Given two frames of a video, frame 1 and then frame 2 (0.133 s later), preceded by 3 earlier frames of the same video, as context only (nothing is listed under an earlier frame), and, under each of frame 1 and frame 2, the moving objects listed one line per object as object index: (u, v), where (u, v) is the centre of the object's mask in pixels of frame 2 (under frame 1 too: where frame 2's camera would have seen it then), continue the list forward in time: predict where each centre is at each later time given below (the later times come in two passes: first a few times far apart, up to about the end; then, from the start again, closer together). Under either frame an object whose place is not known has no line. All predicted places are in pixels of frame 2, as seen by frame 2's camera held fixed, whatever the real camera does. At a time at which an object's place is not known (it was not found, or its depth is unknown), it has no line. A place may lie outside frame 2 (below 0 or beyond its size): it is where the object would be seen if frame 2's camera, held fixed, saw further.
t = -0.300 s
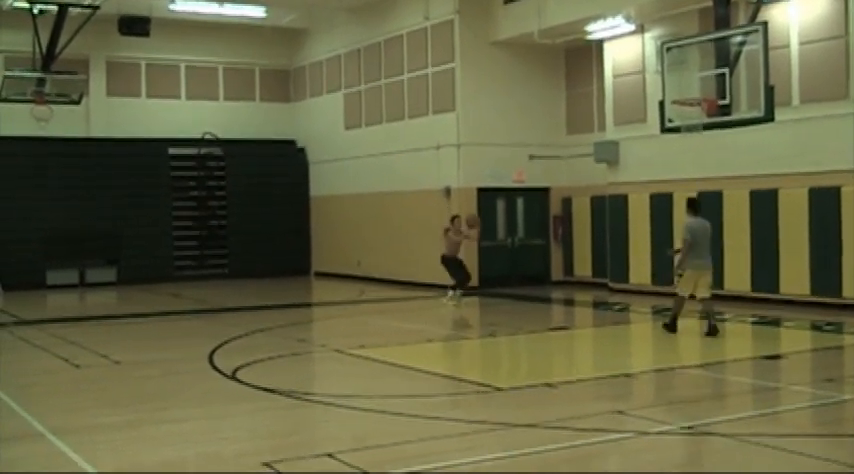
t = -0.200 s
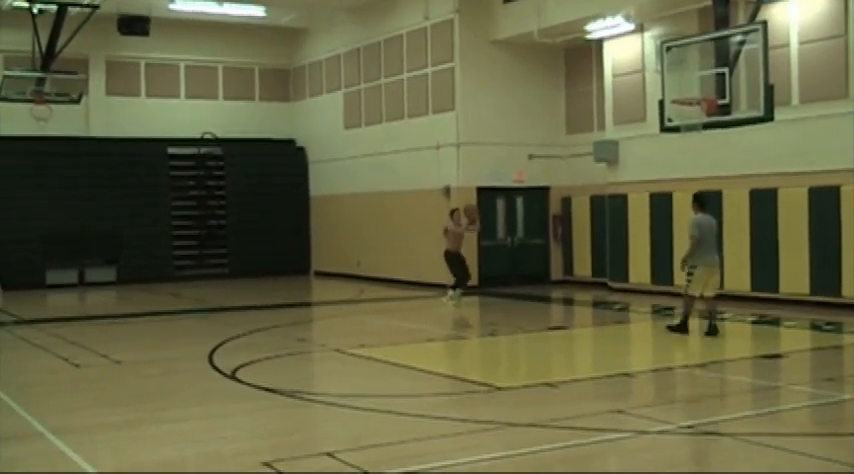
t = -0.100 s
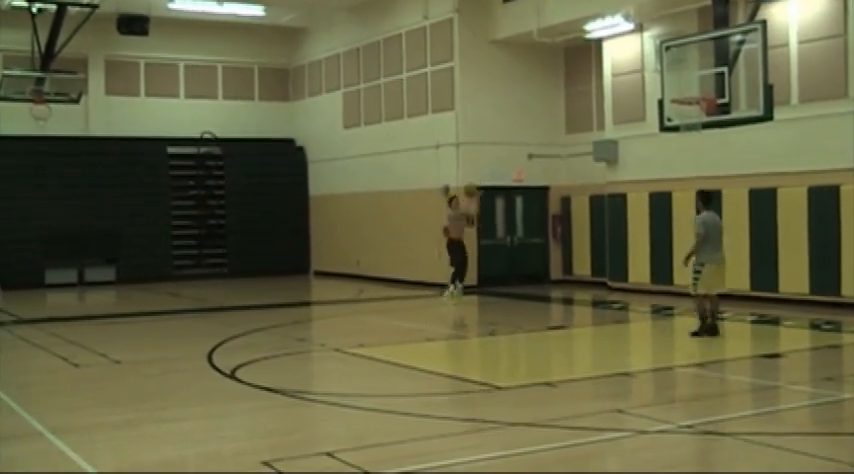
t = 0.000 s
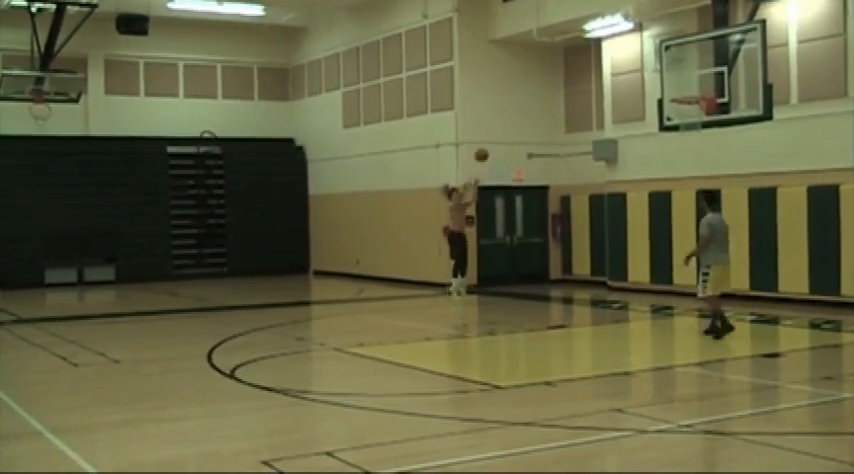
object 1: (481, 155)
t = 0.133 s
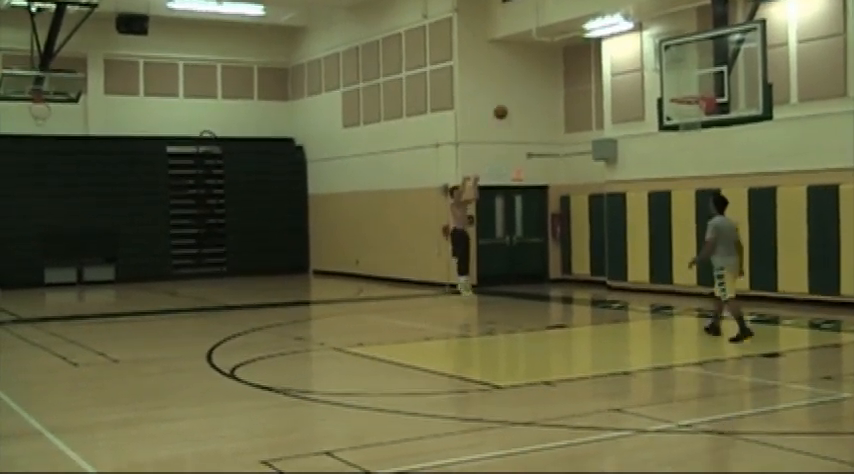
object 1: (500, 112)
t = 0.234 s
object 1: (515, 85)
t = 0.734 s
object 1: (603, 27)
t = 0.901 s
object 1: (639, 43)
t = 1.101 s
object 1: (687, 92)
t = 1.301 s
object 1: (683, 69)
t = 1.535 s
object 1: (660, 50)
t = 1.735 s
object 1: (642, 66)
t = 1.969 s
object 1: (622, 120)
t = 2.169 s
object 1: (606, 195)
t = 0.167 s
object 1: (505, 102)
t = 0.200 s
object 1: (510, 94)
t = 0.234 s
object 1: (515, 85)
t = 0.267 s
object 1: (521, 77)
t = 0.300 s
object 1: (526, 70)
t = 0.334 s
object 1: (531, 64)
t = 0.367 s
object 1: (537, 57)
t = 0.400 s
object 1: (542, 52)
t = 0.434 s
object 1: (548, 46)
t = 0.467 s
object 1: (552, 41)
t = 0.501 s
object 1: (559, 38)
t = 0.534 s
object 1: (565, 34)
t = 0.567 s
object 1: (570, 32)
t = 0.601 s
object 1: (577, 30)
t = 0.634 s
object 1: (583, 28)
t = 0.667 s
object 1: (589, 27)
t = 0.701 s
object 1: (595, 26)
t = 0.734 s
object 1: (603, 27)
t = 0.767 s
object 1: (610, 30)
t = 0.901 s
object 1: (639, 43)
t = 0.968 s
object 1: (654, 56)
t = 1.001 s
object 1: (662, 64)
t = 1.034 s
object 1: (670, 72)
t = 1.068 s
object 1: (679, 81)
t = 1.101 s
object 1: (687, 92)
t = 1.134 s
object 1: (691, 93)
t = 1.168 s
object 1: (694, 94)
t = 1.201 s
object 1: (693, 88)
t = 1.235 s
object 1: (690, 82)
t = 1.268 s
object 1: (686, 75)
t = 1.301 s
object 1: (683, 69)
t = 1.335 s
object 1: (679, 64)
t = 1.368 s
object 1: (676, 60)
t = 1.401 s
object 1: (674, 56)
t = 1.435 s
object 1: (670, 54)
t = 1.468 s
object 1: (667, 53)
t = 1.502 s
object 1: (663, 50)
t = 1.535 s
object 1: (660, 50)
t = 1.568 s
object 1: (657, 51)
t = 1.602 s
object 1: (654, 52)
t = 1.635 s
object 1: (651, 54)
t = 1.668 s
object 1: (648, 57)
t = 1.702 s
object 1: (645, 61)
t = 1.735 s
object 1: (642, 66)
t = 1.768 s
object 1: (639, 71)
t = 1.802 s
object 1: (636, 77)
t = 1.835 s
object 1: (634, 84)
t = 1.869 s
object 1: (631, 92)
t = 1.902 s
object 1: (628, 101)
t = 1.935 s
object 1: (625, 110)
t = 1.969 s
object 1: (622, 120)
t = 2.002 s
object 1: (620, 131)
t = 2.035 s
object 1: (617, 142)
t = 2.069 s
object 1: (614, 155)
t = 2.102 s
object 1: (612, 168)
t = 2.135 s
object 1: (609, 180)
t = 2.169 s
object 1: (606, 195)
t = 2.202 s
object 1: (603, 210)
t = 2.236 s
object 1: (601, 226)
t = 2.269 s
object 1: (599, 242)
